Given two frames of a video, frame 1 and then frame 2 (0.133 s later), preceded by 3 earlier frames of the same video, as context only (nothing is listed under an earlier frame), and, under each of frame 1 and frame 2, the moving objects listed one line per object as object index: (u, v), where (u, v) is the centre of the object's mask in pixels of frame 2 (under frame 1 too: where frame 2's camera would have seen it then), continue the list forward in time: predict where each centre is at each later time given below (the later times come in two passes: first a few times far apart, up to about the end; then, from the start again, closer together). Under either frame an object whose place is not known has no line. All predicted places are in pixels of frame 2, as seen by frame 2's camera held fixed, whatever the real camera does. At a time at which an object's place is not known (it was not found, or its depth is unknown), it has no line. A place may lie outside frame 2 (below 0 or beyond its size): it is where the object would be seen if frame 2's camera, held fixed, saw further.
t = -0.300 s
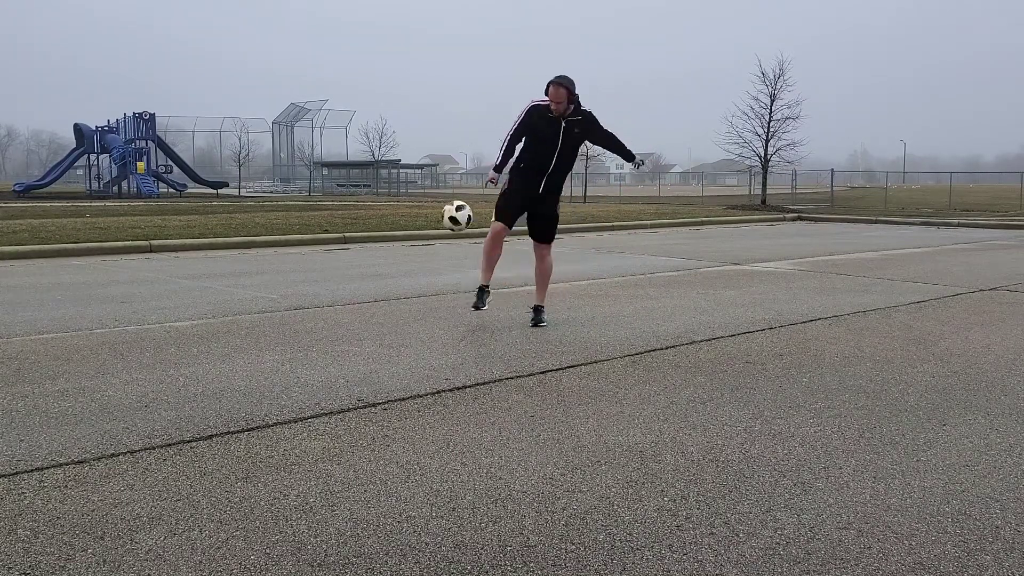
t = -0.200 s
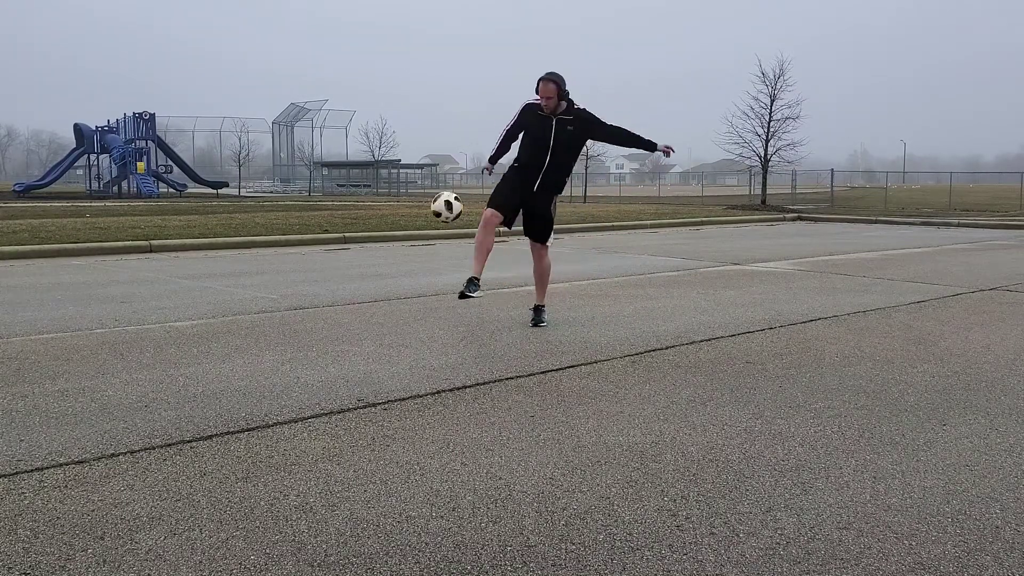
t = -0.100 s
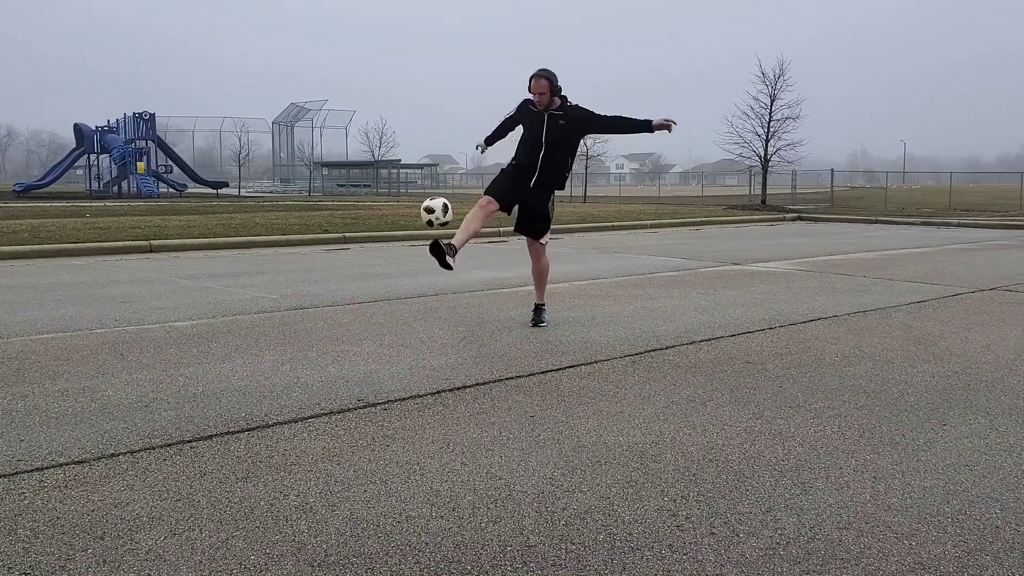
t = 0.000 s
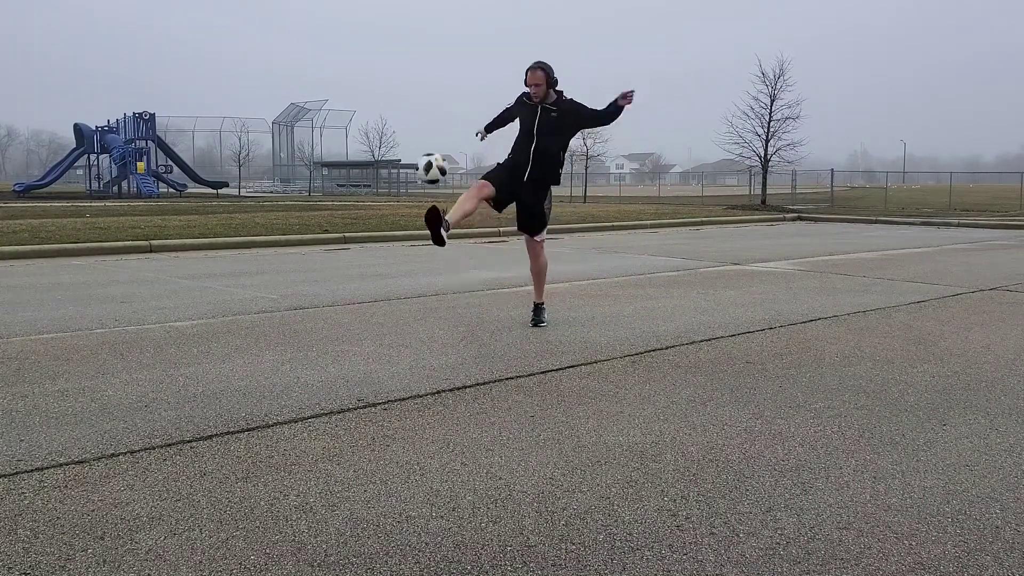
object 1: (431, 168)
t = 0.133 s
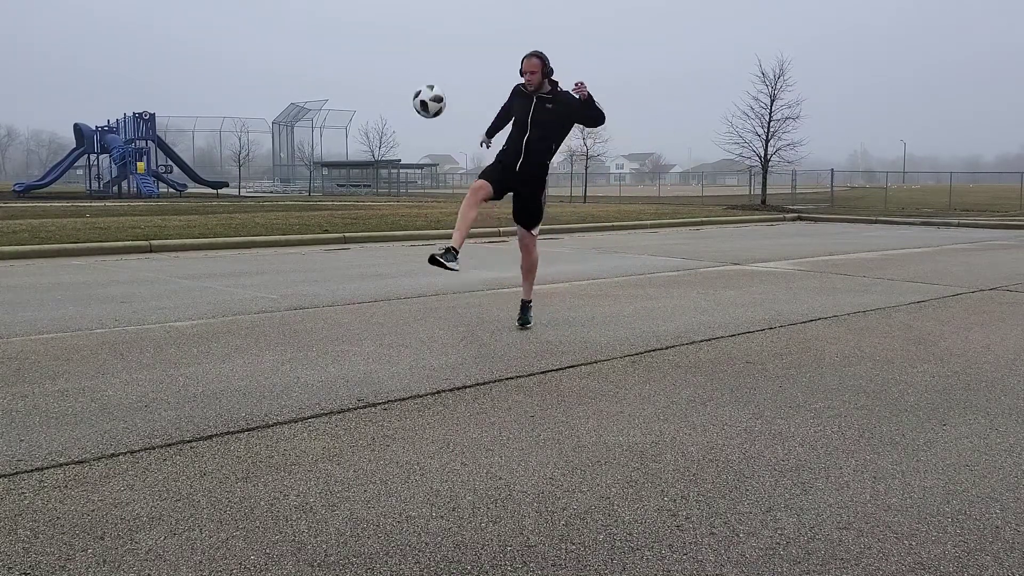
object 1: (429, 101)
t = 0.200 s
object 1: (428, 78)
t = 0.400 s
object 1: (426, 48)
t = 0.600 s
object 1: (426, 81)
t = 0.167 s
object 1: (429, 89)
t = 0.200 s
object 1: (428, 78)
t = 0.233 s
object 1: (428, 69)
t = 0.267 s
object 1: (427, 61)
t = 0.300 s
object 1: (427, 51)
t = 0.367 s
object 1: (427, 49)
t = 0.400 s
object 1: (426, 48)
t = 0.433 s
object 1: (427, 49)
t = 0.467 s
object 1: (427, 52)
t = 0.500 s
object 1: (427, 57)
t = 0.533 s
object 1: (427, 63)
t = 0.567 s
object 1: (426, 71)
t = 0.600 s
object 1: (426, 81)
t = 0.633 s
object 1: (426, 92)
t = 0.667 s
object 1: (427, 104)
